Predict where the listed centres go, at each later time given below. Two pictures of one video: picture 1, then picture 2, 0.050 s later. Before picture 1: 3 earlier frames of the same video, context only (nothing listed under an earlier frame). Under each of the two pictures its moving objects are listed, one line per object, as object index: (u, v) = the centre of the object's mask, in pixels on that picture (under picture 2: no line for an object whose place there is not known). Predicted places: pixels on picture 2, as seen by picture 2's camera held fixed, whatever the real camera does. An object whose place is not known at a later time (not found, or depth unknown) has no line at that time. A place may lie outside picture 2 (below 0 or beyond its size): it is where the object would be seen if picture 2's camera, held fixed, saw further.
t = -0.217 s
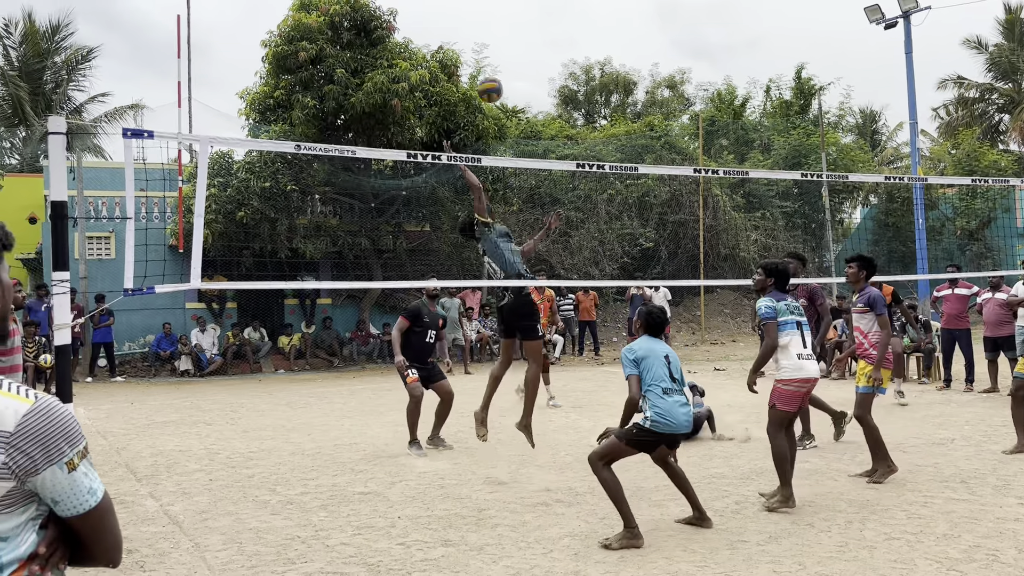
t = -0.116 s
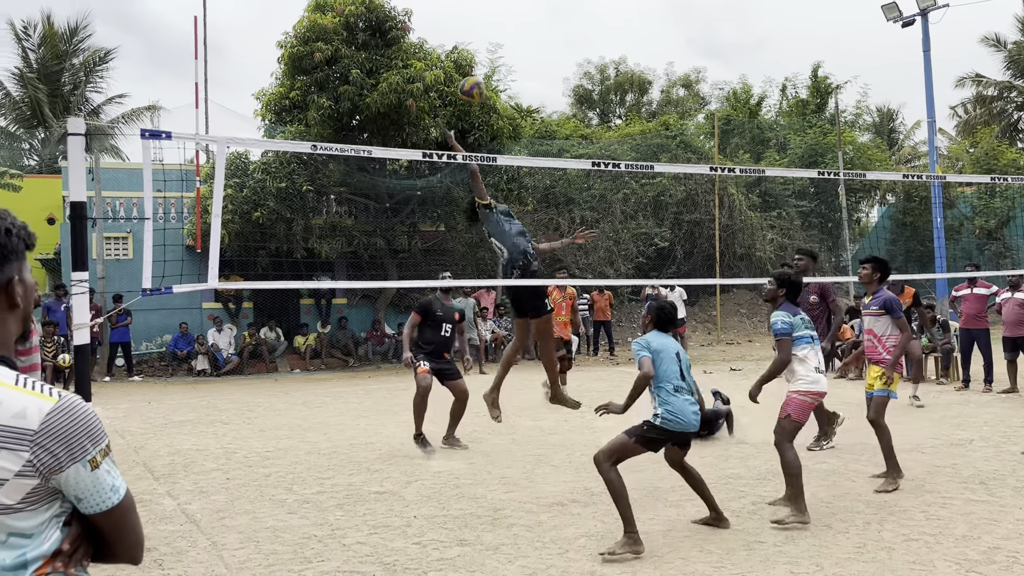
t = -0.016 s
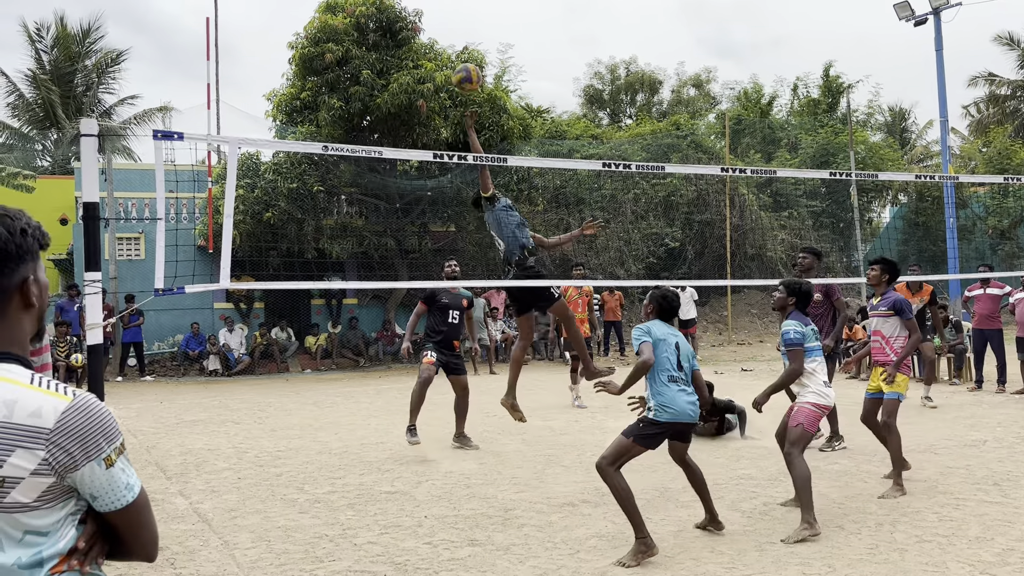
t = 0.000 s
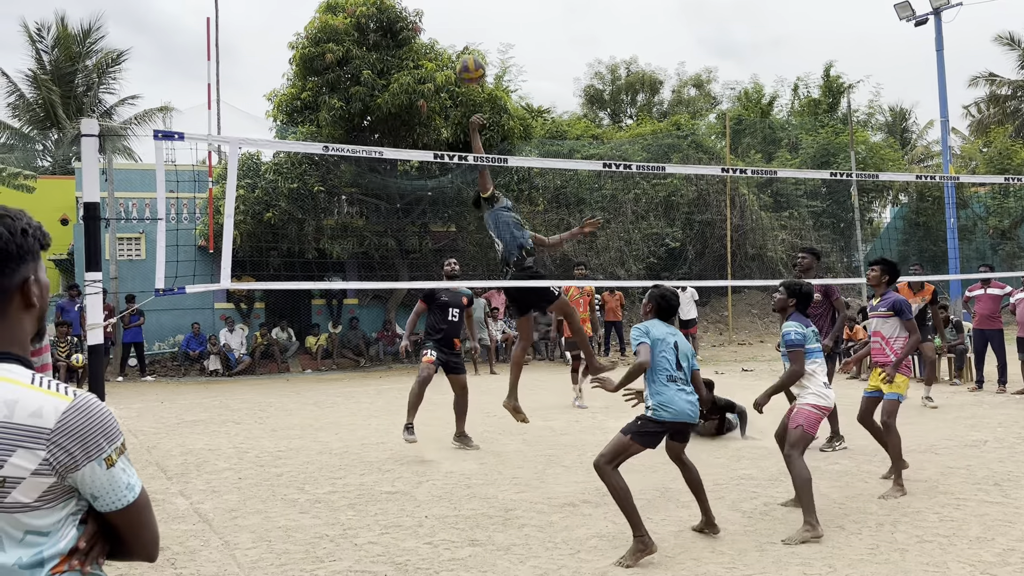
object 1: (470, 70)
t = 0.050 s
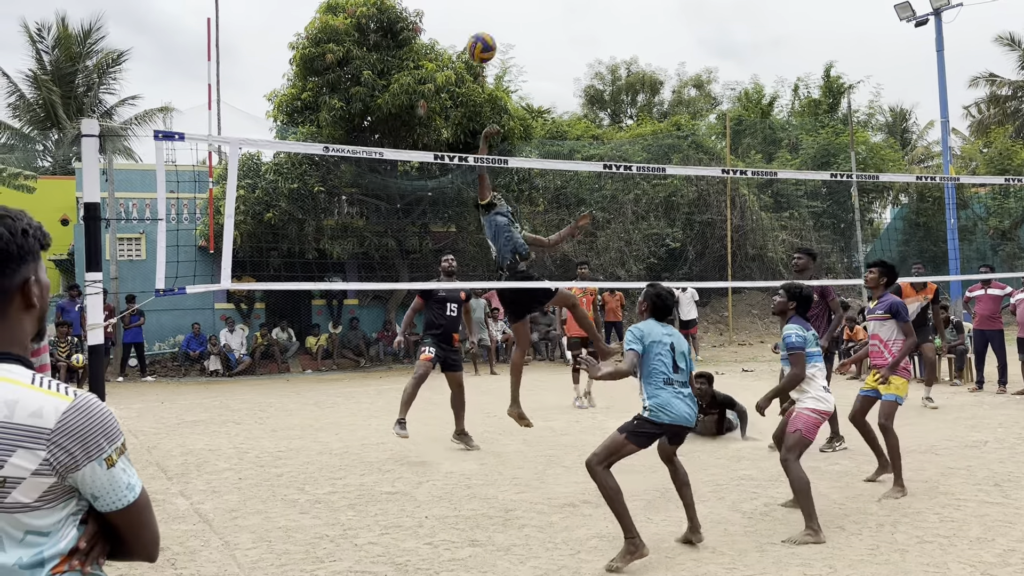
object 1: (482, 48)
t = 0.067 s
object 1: (485, 40)
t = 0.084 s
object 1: (489, 33)
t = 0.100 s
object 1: (493, 27)
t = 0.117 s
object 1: (497, 20)
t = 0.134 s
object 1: (500, 14)
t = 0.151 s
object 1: (505, 11)
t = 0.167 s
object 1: (508, 8)
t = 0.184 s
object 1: (512, 6)
